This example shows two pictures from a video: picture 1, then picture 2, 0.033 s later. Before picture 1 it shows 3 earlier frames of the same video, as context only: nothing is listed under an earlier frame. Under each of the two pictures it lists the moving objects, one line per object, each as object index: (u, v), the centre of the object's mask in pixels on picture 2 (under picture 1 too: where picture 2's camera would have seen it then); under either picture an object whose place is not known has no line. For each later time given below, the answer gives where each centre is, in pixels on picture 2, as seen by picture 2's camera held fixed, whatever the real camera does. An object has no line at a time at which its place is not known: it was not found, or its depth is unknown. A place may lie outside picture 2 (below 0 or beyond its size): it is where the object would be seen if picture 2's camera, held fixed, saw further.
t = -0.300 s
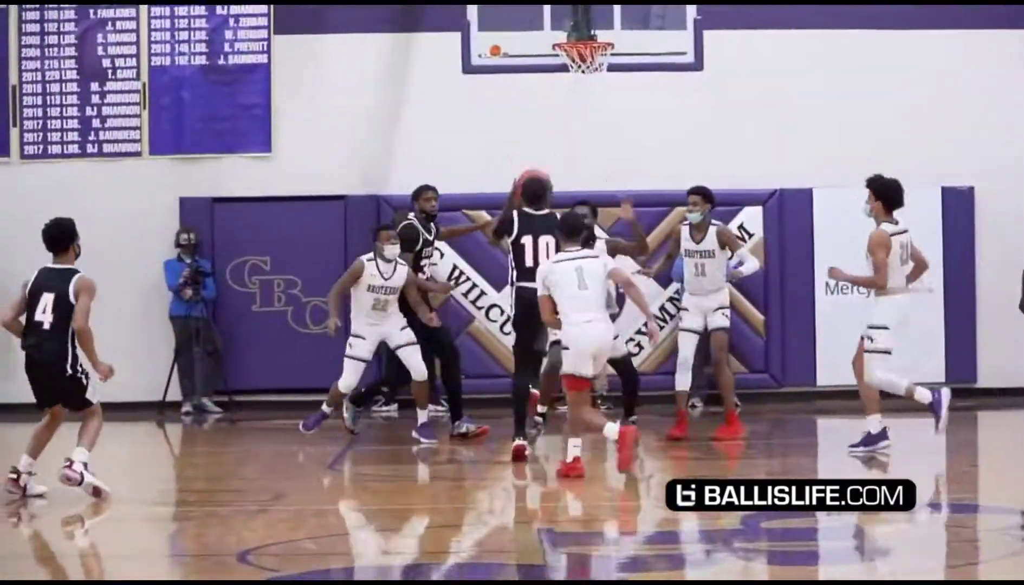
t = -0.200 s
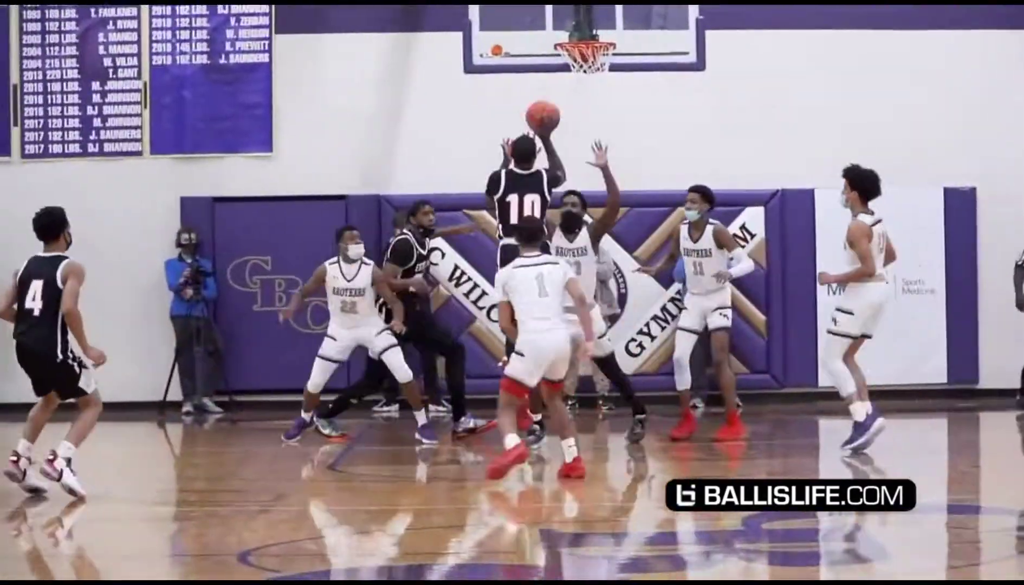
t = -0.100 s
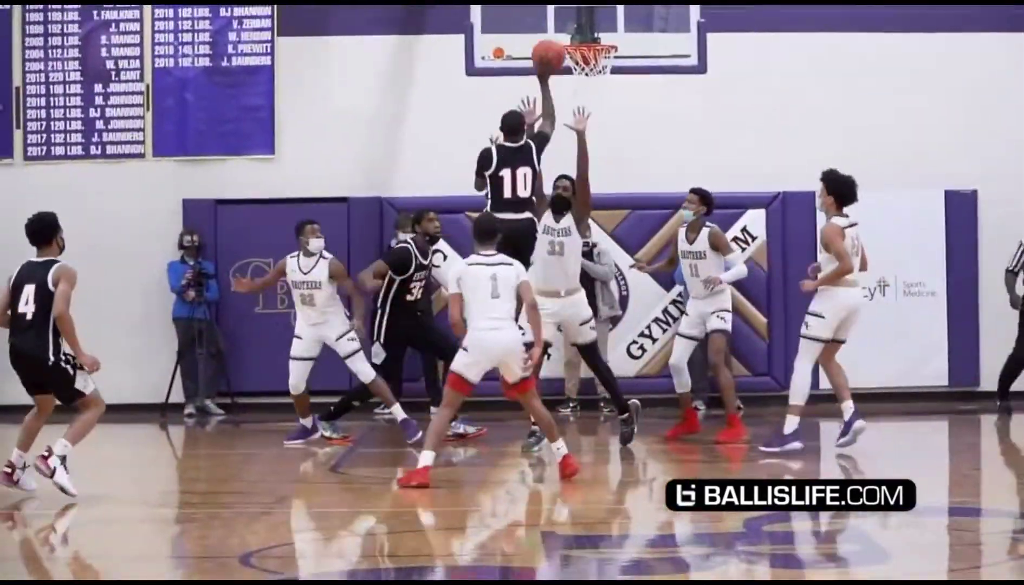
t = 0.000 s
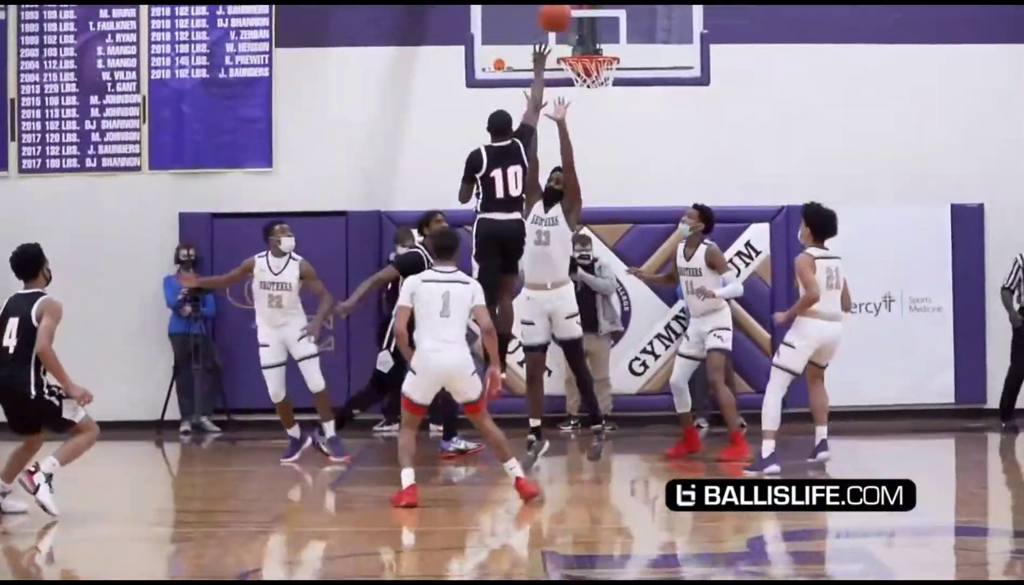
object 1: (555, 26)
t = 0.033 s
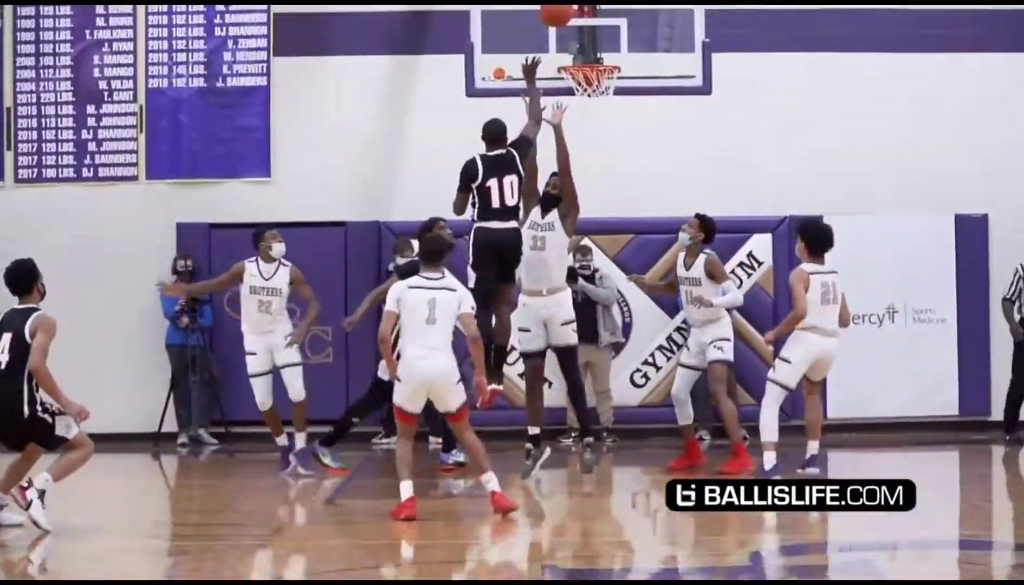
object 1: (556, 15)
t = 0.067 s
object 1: (558, 4)
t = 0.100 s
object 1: (560, -8)
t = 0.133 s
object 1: (561, -19)
